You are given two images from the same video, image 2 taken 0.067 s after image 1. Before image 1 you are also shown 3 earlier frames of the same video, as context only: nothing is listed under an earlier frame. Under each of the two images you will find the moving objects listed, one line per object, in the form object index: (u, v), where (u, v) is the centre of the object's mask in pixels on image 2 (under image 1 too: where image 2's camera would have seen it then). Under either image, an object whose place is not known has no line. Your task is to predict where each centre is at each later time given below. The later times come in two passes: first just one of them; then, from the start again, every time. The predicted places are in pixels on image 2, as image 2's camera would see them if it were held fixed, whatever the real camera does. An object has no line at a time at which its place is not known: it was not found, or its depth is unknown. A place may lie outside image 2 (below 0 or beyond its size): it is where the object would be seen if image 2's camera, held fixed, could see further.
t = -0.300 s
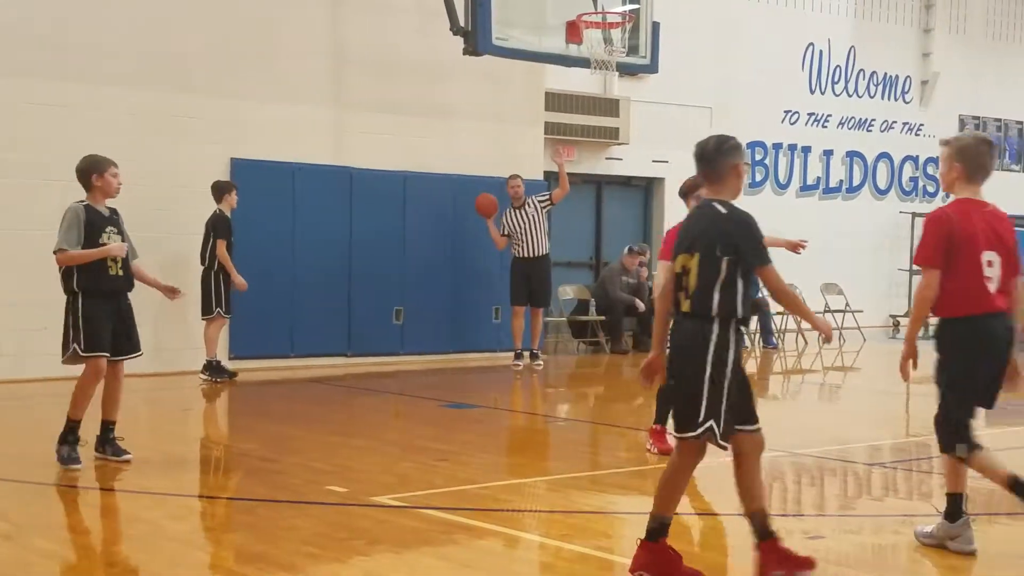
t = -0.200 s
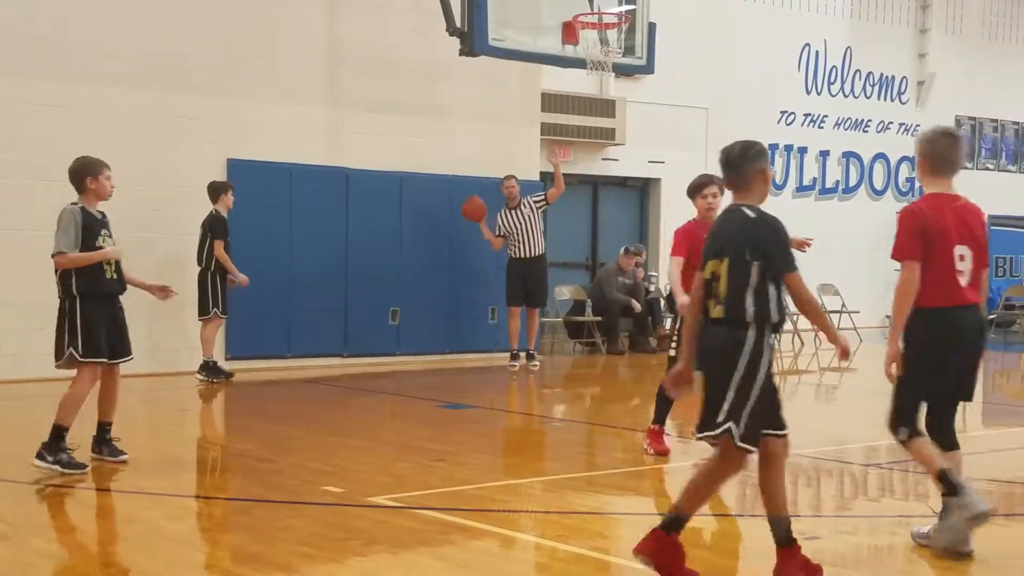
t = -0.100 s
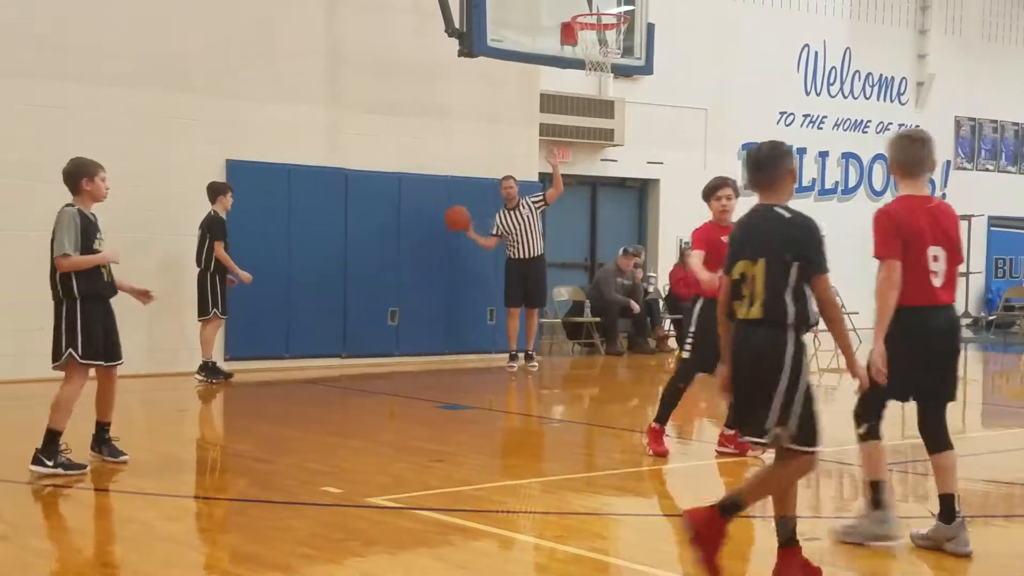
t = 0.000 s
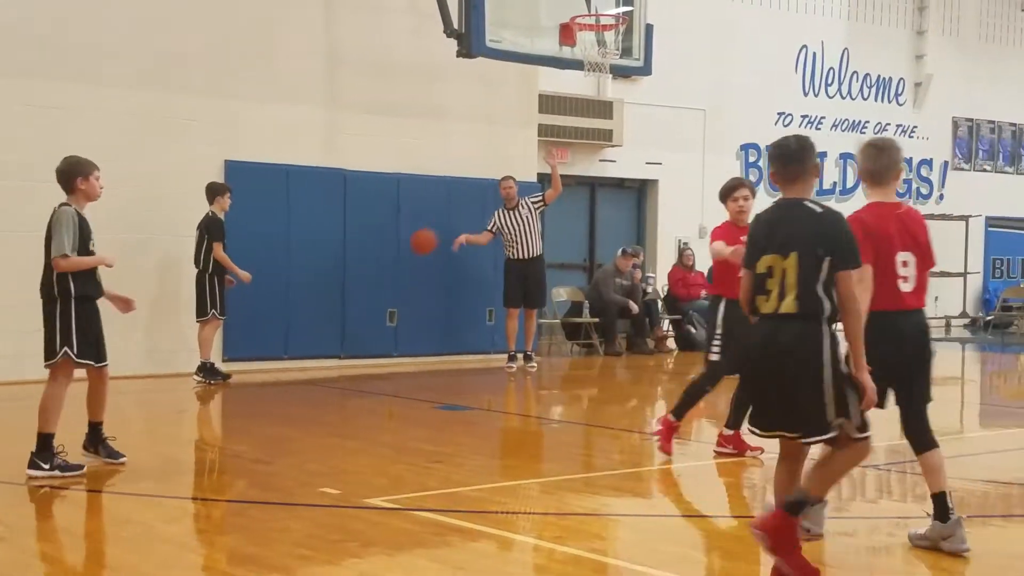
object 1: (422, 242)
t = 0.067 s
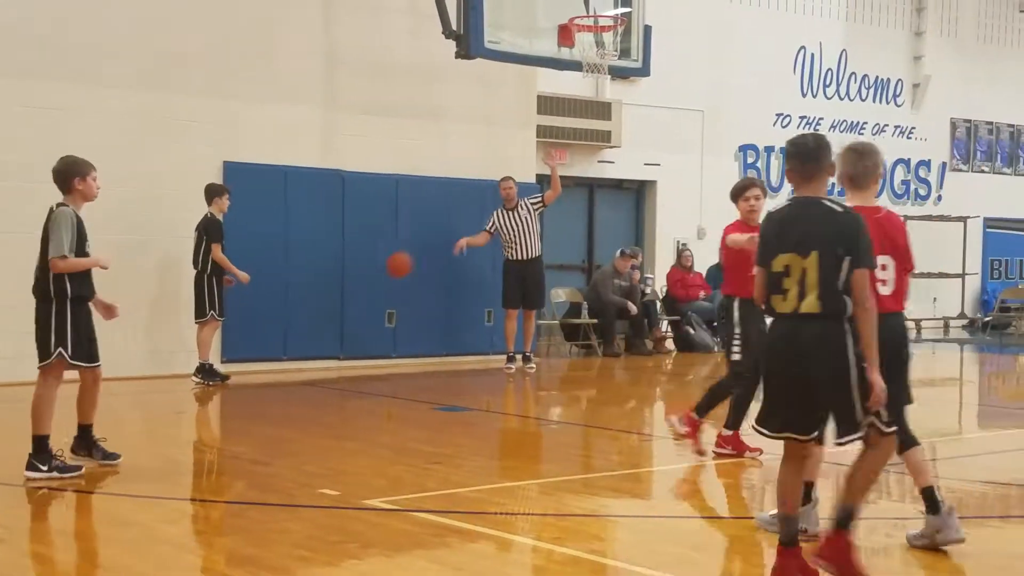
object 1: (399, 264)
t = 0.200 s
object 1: (350, 325)
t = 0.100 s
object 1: (388, 278)
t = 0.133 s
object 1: (375, 292)
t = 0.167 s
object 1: (362, 309)
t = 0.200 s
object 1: (350, 325)
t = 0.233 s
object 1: (336, 345)
